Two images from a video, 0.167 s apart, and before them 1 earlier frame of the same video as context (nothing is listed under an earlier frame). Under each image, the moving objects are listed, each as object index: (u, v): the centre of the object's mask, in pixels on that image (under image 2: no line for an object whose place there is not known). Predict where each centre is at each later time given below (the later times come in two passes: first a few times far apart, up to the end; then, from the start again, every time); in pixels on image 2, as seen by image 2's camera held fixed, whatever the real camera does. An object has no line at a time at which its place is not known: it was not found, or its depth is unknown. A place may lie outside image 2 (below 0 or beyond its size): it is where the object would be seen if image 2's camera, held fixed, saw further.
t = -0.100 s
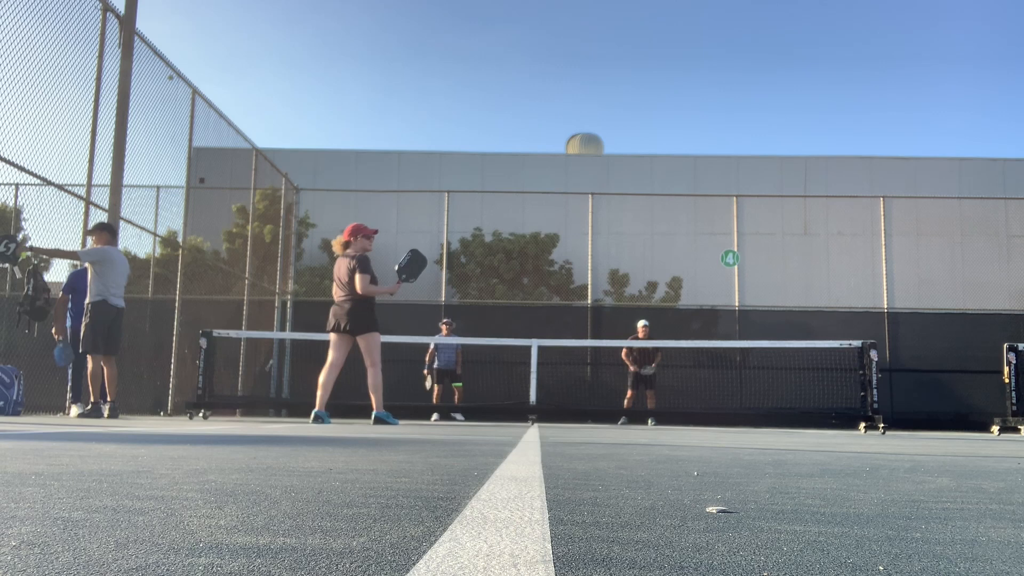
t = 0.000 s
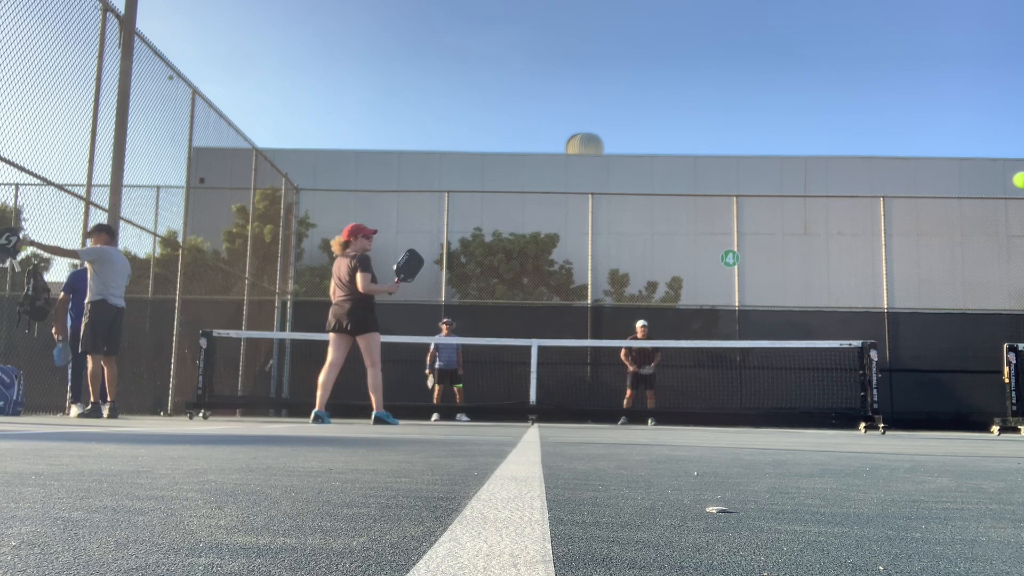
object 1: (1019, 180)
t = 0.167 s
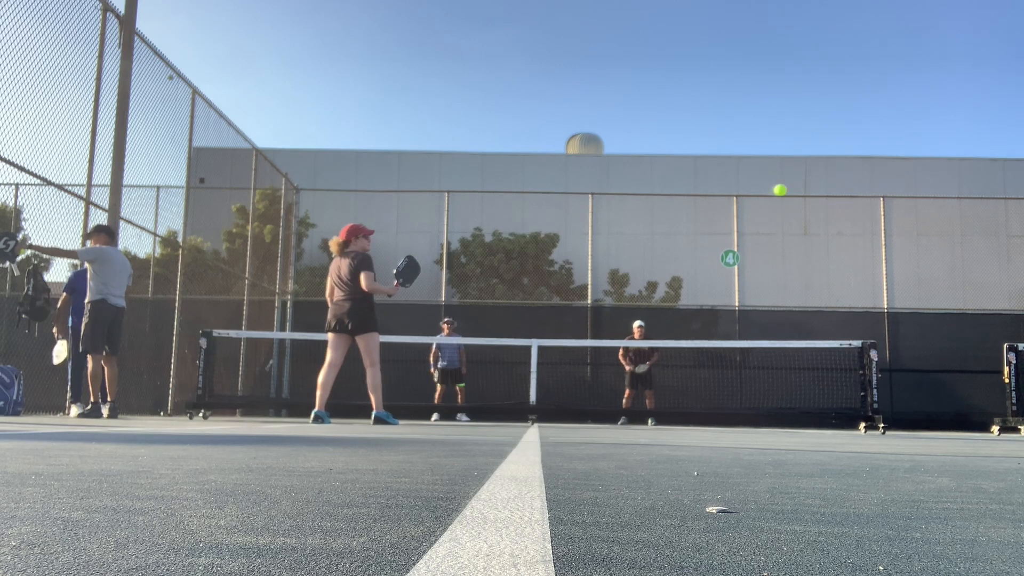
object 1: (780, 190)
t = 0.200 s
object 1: (753, 195)
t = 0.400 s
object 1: (650, 240)
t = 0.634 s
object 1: (594, 308)
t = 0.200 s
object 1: (753, 195)
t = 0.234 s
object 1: (729, 201)
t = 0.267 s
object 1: (709, 208)
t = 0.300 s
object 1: (691, 216)
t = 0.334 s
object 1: (676, 224)
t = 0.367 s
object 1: (662, 232)
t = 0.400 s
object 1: (650, 240)
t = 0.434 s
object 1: (639, 249)
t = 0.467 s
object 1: (630, 258)
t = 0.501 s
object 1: (621, 267)
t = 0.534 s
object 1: (613, 277)
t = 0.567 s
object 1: (606, 287)
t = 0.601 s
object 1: (600, 297)
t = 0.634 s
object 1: (594, 308)
